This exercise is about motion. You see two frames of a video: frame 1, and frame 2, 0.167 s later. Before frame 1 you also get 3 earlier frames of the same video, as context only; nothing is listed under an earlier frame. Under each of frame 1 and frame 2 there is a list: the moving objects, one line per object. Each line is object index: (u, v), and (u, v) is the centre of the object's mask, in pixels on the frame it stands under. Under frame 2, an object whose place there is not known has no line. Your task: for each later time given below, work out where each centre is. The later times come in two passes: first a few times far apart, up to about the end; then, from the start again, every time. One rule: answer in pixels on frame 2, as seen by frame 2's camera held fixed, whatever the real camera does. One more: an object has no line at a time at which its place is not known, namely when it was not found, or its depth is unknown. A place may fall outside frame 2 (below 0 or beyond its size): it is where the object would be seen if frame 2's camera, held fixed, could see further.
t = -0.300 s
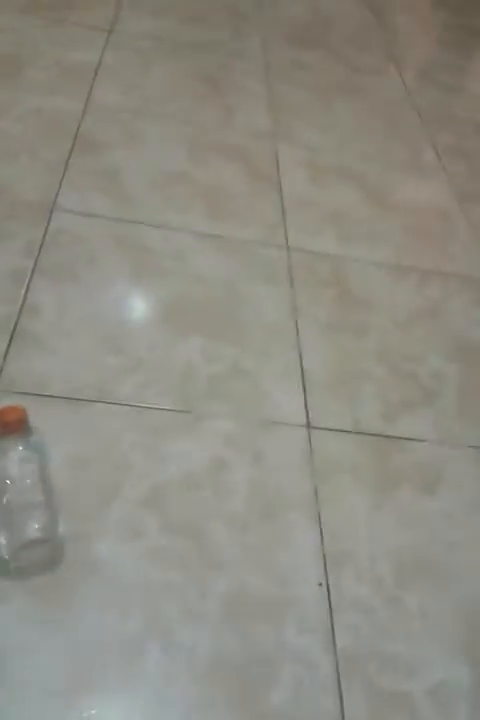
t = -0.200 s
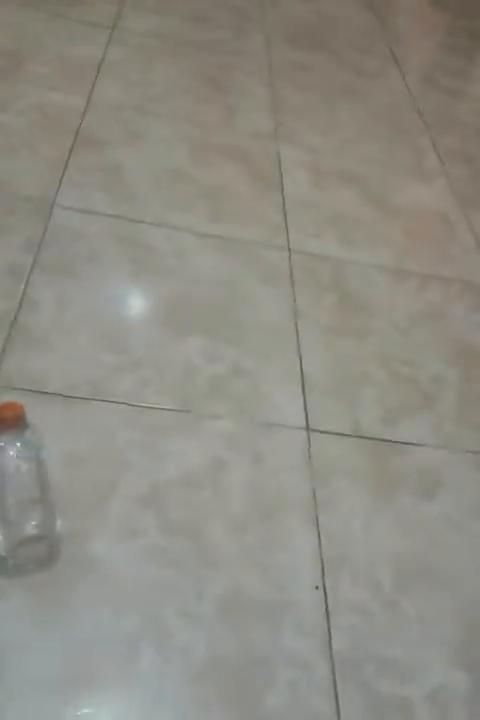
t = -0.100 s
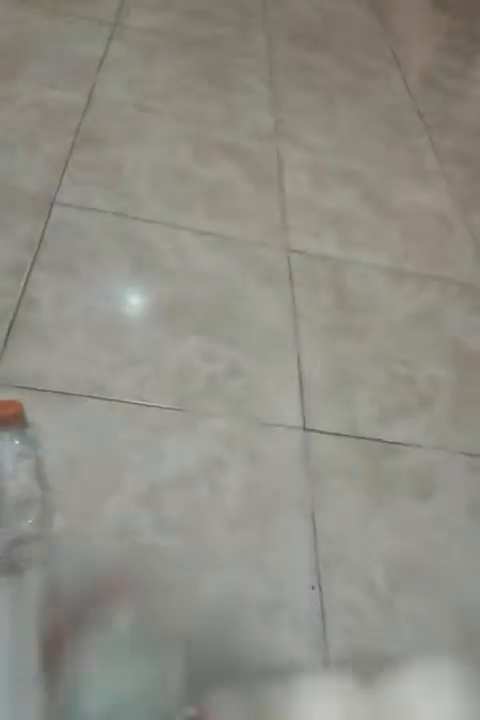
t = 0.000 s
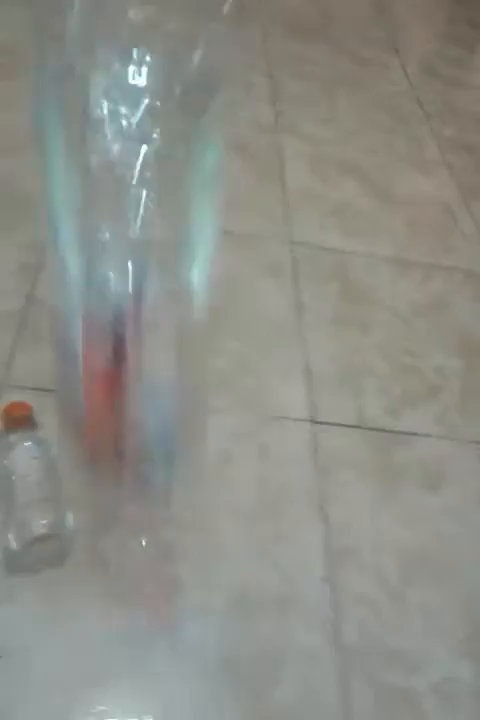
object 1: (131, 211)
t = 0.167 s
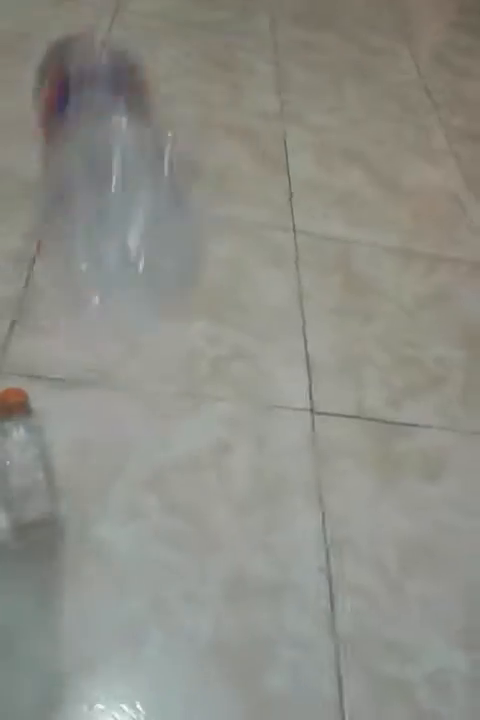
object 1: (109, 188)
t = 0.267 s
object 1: (85, 307)
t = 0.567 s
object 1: (142, 401)
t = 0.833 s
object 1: (228, 363)
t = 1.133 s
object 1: (298, 330)
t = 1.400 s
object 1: (345, 310)
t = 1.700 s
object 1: (388, 290)
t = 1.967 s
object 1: (420, 276)
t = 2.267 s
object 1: (449, 260)
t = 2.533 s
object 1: (470, 249)
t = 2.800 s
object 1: (488, 240)
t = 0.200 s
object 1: (99, 215)
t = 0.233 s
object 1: (89, 254)
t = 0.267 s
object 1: (85, 307)
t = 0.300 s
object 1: (81, 346)
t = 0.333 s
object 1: (78, 408)
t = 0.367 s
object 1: (76, 422)
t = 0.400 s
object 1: (74, 431)
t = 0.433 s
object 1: (89, 423)
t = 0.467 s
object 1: (100, 423)
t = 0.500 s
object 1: (116, 413)
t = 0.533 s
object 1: (130, 408)
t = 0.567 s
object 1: (142, 401)
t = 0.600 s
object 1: (155, 394)
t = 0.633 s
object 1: (167, 387)
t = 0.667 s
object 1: (179, 382)
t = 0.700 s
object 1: (189, 377)
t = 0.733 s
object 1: (199, 374)
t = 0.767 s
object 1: (208, 372)
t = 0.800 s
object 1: (219, 367)
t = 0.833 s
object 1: (228, 363)
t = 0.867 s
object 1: (236, 358)
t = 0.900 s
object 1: (243, 353)
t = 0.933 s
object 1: (252, 350)
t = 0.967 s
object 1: (260, 346)
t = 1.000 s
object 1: (267, 343)
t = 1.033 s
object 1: (274, 339)
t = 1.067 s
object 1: (283, 336)
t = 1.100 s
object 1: (290, 332)
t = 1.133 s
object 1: (298, 330)
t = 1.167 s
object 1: (304, 328)
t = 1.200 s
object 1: (309, 325)
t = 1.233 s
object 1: (315, 322)
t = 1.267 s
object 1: (321, 320)
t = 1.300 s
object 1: (328, 318)
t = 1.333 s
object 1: (334, 316)
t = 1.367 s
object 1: (339, 313)
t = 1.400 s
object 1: (345, 310)
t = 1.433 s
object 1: (350, 308)
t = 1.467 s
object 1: (355, 307)
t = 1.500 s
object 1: (360, 305)
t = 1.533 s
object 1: (365, 302)
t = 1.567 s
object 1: (371, 299)
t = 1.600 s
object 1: (375, 297)
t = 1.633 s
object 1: (378, 293)
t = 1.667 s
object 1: (383, 291)
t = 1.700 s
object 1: (388, 290)
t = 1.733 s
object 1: (391, 286)
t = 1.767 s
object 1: (396, 285)
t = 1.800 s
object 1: (400, 283)
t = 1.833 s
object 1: (406, 282)
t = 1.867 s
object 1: (409, 280)
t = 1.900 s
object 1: (412, 278)
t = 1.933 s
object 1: (416, 276)
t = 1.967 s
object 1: (420, 276)
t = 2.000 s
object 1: (423, 274)
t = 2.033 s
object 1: (428, 272)
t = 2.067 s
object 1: (432, 270)
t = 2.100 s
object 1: (435, 269)
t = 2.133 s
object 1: (438, 268)
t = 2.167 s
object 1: (440, 266)
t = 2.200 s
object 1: (444, 264)
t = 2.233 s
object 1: (447, 263)
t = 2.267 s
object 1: (449, 260)
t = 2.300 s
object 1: (453, 259)
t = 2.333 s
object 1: (454, 257)
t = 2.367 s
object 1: (456, 256)
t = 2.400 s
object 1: (459, 255)
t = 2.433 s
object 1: (461, 253)
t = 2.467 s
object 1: (465, 252)
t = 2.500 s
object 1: (468, 250)
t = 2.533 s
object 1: (470, 249)
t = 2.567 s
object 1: (472, 249)
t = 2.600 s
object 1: (474, 247)
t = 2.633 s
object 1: (476, 246)
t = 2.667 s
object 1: (478, 245)
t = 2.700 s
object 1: (481, 243)
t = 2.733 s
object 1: (483, 241)
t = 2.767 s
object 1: (486, 241)
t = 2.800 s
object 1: (488, 240)
